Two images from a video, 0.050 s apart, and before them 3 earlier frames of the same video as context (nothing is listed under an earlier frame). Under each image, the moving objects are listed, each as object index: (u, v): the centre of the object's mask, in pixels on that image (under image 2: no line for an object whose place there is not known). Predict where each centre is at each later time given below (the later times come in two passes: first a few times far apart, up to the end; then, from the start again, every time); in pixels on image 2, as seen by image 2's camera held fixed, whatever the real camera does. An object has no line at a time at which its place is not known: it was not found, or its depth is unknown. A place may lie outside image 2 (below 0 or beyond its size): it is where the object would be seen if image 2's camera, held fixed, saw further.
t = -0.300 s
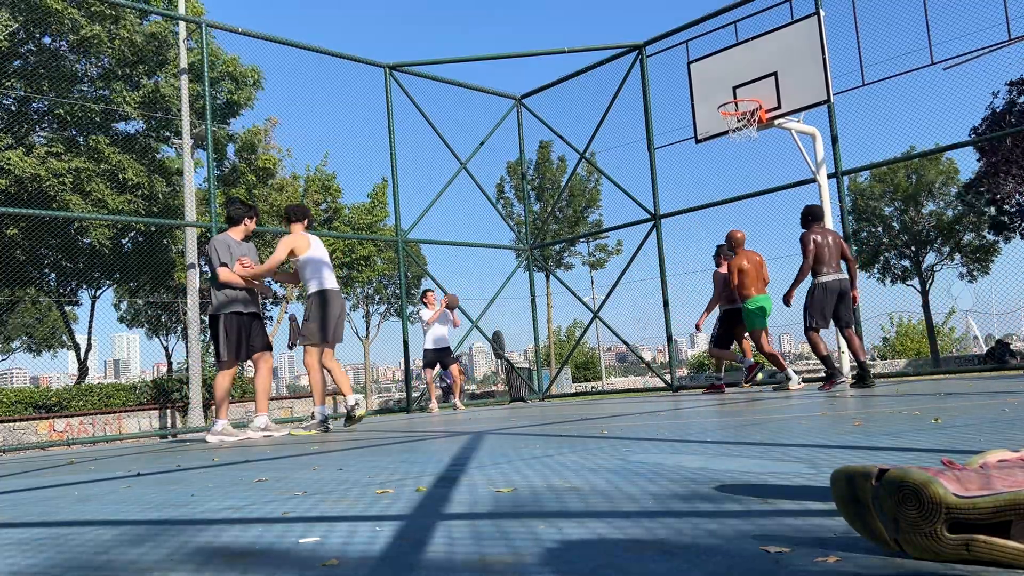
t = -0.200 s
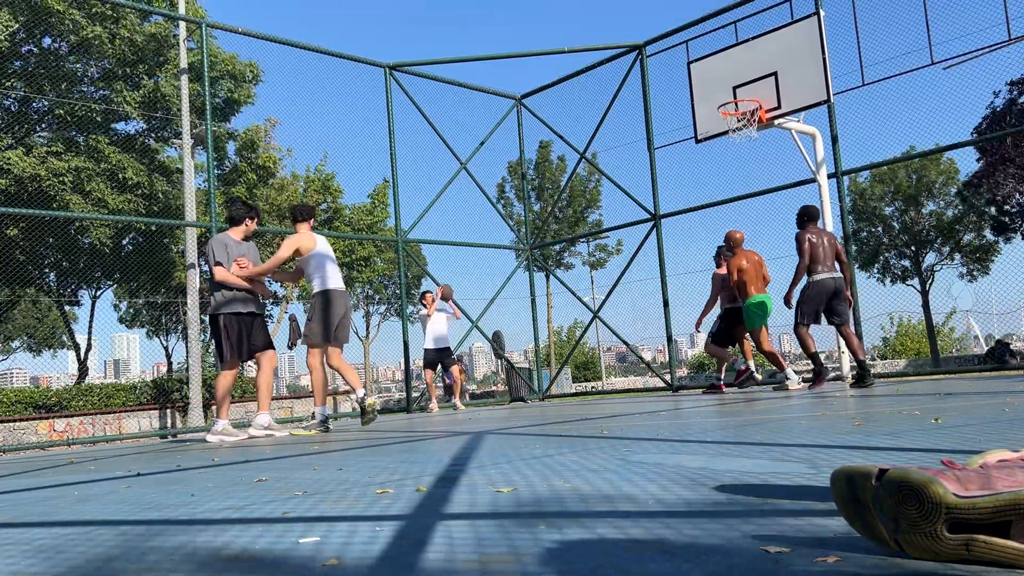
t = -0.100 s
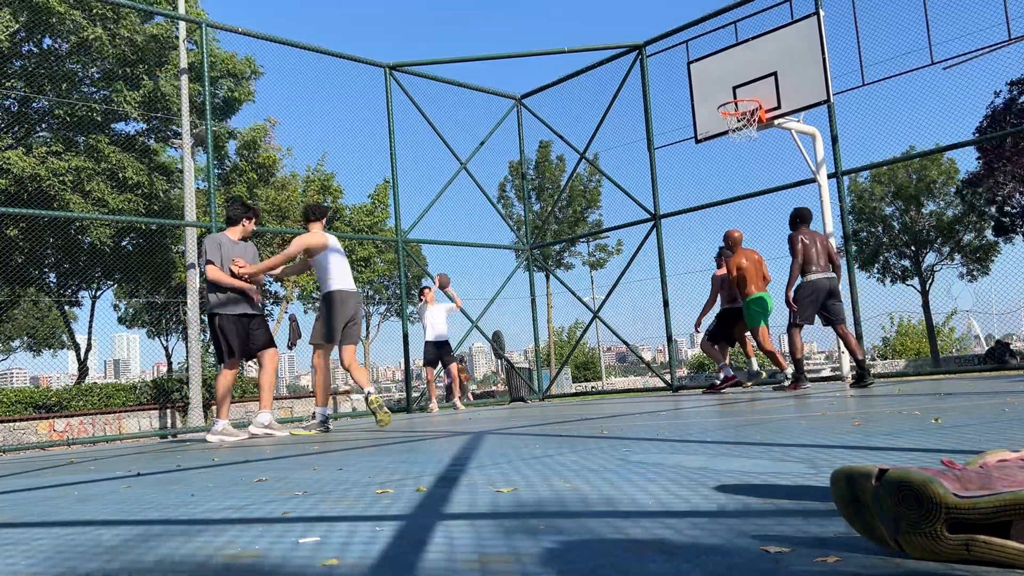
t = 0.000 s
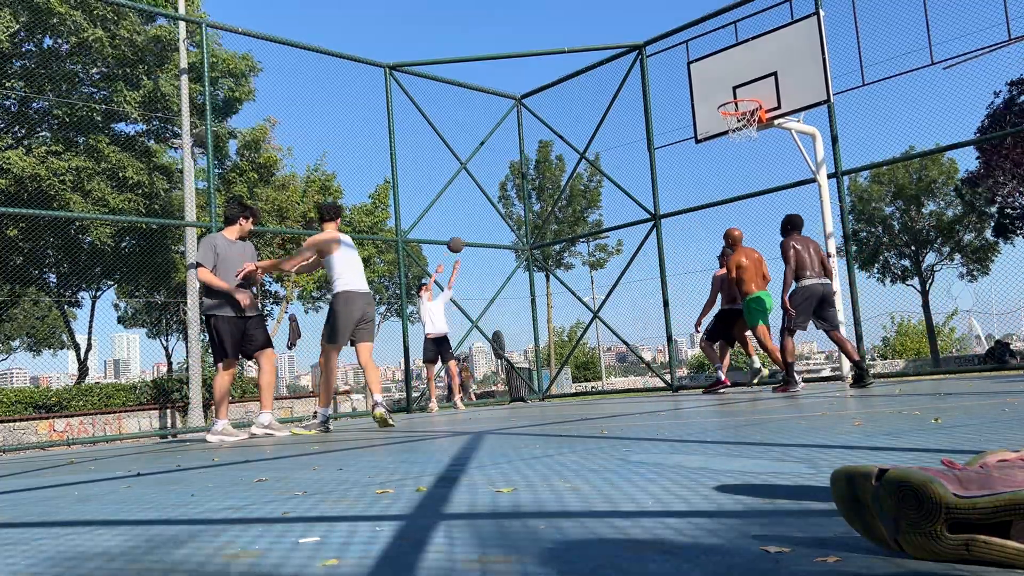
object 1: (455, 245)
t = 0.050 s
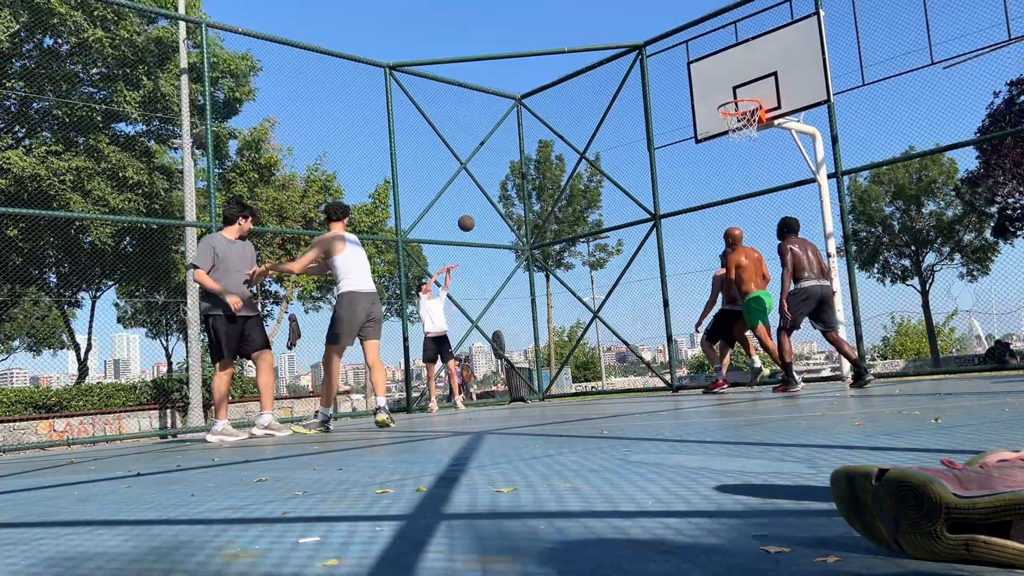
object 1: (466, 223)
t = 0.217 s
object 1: (505, 160)
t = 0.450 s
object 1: (567, 99)
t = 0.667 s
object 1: (635, 73)
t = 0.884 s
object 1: (716, 82)
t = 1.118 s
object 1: (771, 77)
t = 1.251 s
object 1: (802, 86)
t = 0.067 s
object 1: (470, 216)
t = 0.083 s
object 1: (473, 209)
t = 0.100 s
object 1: (477, 203)
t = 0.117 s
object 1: (481, 196)
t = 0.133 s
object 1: (485, 190)
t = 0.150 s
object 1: (489, 183)
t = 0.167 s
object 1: (493, 178)
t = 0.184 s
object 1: (497, 171)
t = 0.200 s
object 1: (501, 166)
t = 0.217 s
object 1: (505, 160)
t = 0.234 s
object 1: (509, 155)
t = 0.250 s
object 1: (513, 149)
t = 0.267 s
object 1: (517, 145)
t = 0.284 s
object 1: (521, 140)
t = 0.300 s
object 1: (527, 134)
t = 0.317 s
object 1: (531, 130)
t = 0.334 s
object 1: (535, 125)
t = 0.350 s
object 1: (539, 121)
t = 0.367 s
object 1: (544, 117)
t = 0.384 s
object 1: (549, 113)
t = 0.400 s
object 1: (553, 109)
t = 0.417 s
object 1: (557, 106)
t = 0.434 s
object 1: (562, 102)
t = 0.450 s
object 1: (567, 99)
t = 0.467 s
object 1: (572, 96)
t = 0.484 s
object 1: (577, 93)
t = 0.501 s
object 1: (582, 90)
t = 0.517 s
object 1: (587, 87)
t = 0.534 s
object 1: (592, 85)
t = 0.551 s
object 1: (597, 83)
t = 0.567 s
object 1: (602, 81)
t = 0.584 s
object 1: (608, 79)
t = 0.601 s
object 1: (613, 77)
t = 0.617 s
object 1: (618, 75)
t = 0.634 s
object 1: (624, 74)
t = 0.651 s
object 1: (630, 74)
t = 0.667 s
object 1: (635, 73)
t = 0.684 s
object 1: (641, 72)
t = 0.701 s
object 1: (647, 71)
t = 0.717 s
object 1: (652, 72)
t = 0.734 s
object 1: (658, 71)
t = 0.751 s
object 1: (664, 71)
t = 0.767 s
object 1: (671, 72)
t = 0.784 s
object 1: (676, 73)
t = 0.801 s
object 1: (683, 74)
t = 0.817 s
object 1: (689, 75)
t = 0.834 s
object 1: (696, 76)
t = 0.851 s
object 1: (702, 78)
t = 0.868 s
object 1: (709, 80)
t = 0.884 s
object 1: (716, 82)
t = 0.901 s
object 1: (722, 85)
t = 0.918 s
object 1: (729, 87)
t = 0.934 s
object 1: (736, 90)
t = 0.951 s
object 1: (739, 88)
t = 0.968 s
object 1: (742, 86)
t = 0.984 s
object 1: (745, 84)
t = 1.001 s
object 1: (748, 82)
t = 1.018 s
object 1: (751, 81)
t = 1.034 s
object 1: (755, 80)
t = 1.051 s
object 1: (758, 79)
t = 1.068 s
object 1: (761, 78)
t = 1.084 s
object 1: (765, 77)
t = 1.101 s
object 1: (768, 77)
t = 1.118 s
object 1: (771, 77)
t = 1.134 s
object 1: (775, 77)
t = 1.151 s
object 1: (779, 78)
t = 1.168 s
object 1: (782, 78)
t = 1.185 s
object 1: (787, 79)
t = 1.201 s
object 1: (790, 81)
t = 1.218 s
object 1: (794, 82)
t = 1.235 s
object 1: (798, 84)
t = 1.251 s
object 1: (802, 86)
